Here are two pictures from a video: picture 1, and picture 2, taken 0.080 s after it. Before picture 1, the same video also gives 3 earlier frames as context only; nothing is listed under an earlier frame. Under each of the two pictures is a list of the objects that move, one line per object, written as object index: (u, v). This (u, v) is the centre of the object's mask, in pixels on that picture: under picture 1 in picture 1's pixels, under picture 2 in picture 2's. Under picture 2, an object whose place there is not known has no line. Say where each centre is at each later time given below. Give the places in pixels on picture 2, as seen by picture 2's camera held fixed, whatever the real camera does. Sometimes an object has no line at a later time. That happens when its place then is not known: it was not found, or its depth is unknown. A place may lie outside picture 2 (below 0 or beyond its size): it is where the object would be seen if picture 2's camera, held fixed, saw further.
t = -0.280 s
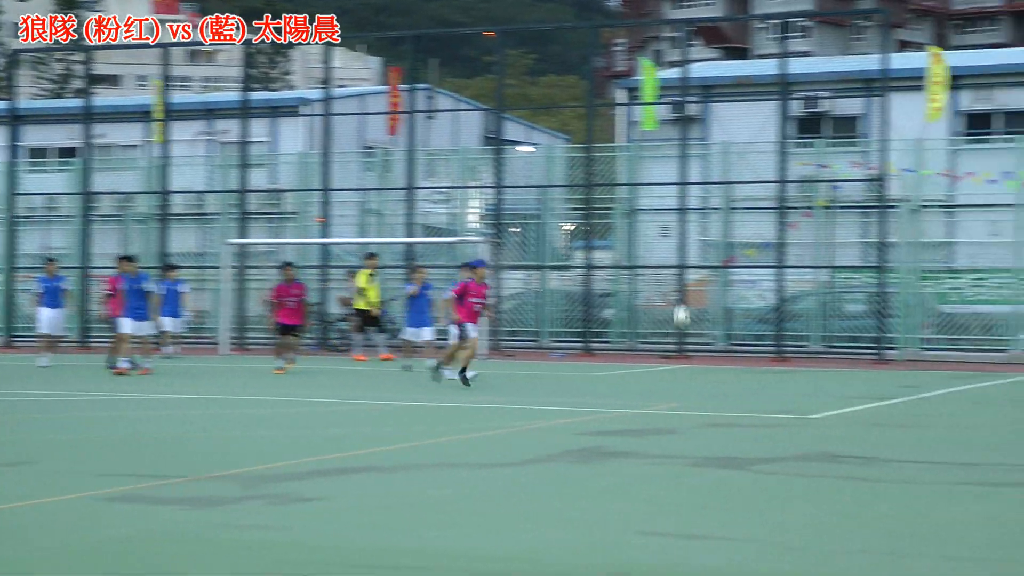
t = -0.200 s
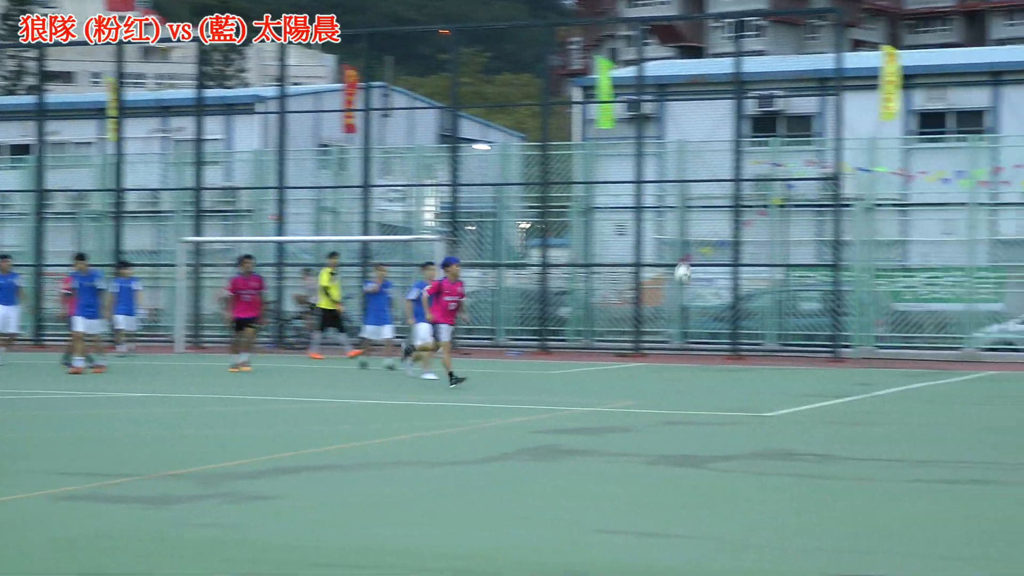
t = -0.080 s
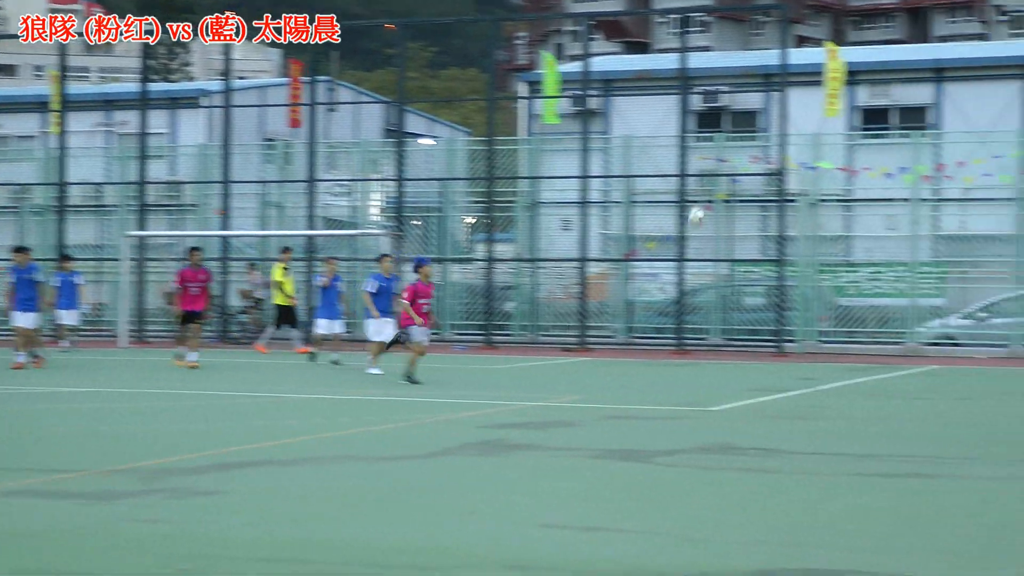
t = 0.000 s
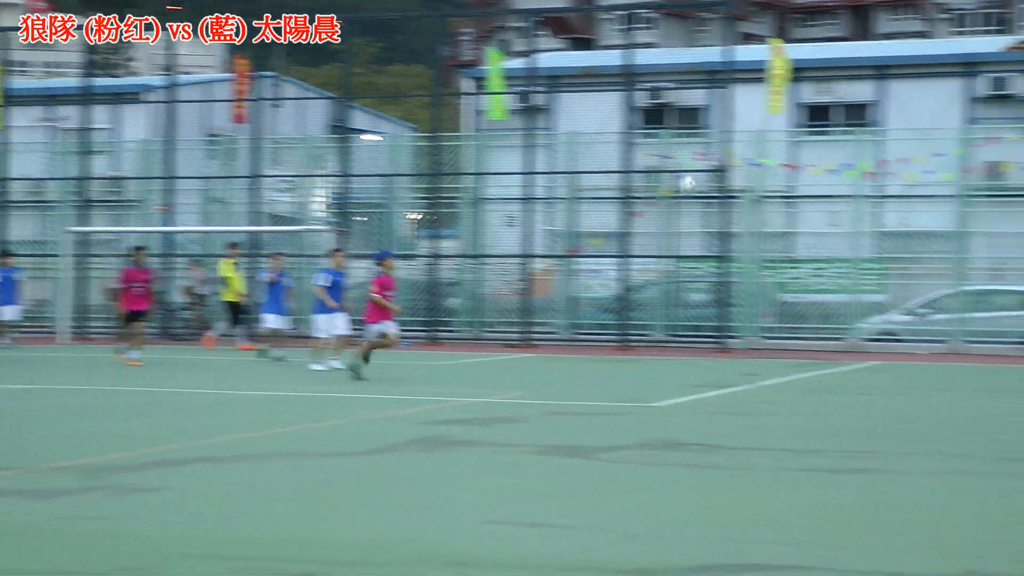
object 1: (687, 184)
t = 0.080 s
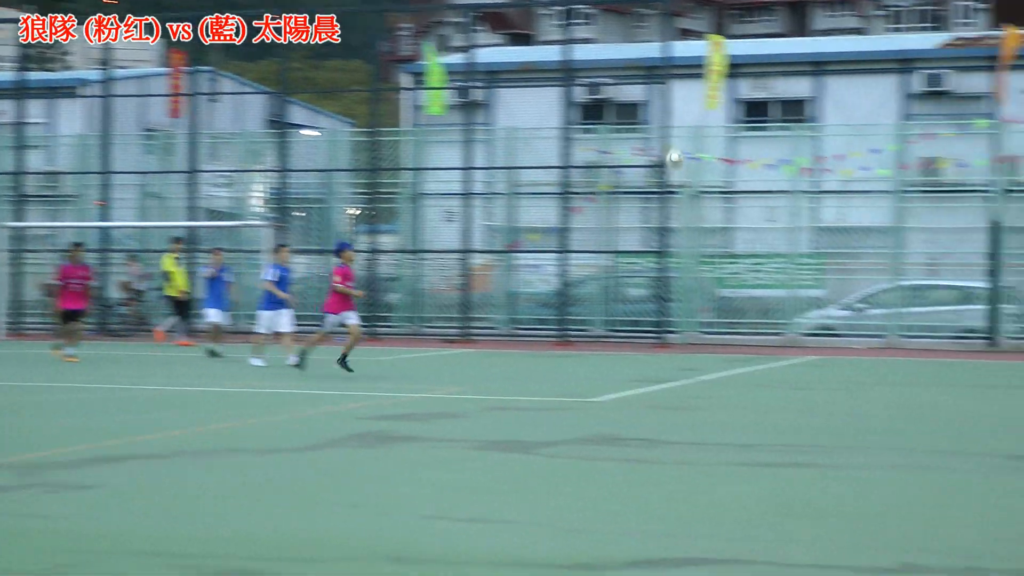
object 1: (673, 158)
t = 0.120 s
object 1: (694, 149)
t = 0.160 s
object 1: (715, 142)
